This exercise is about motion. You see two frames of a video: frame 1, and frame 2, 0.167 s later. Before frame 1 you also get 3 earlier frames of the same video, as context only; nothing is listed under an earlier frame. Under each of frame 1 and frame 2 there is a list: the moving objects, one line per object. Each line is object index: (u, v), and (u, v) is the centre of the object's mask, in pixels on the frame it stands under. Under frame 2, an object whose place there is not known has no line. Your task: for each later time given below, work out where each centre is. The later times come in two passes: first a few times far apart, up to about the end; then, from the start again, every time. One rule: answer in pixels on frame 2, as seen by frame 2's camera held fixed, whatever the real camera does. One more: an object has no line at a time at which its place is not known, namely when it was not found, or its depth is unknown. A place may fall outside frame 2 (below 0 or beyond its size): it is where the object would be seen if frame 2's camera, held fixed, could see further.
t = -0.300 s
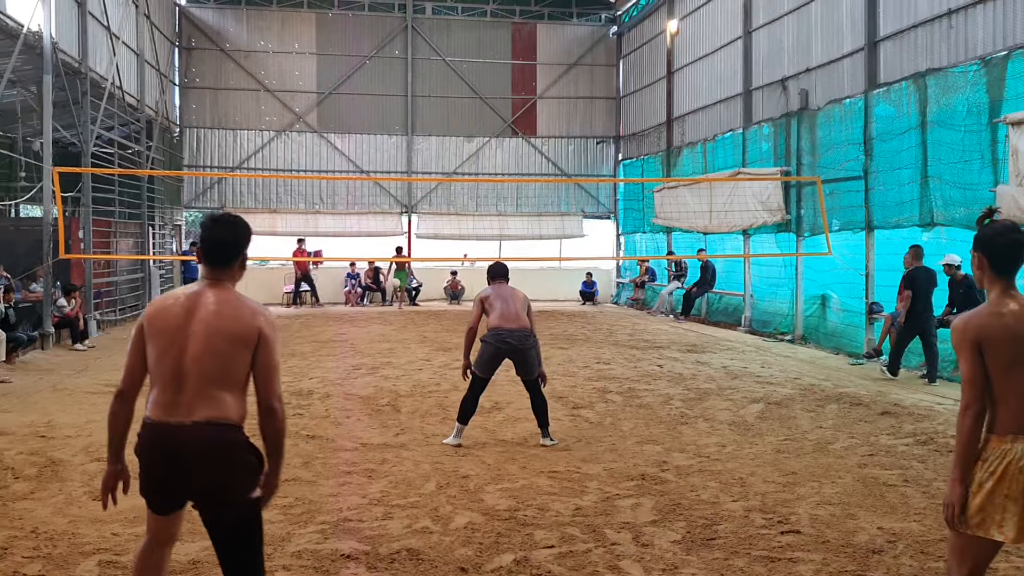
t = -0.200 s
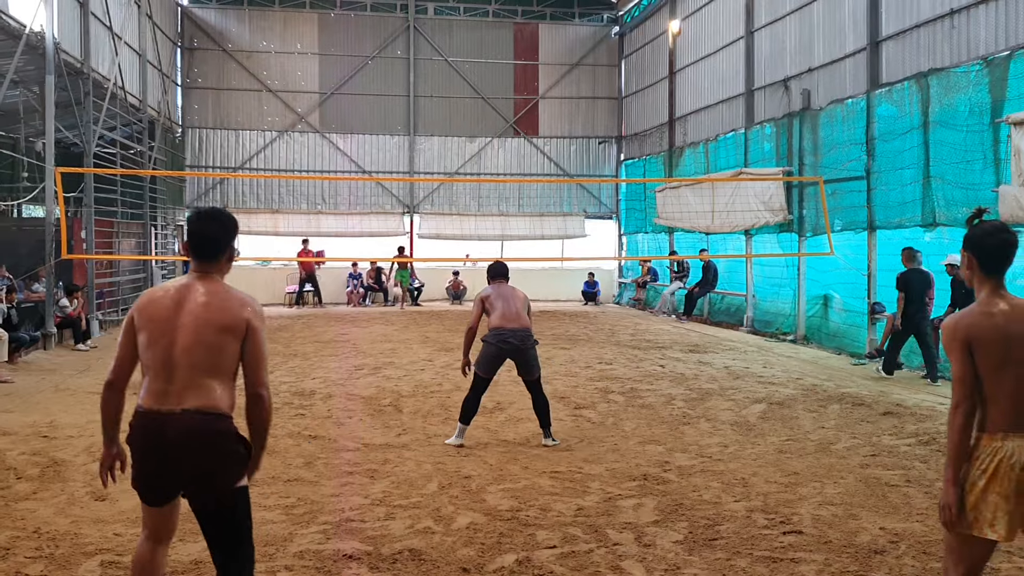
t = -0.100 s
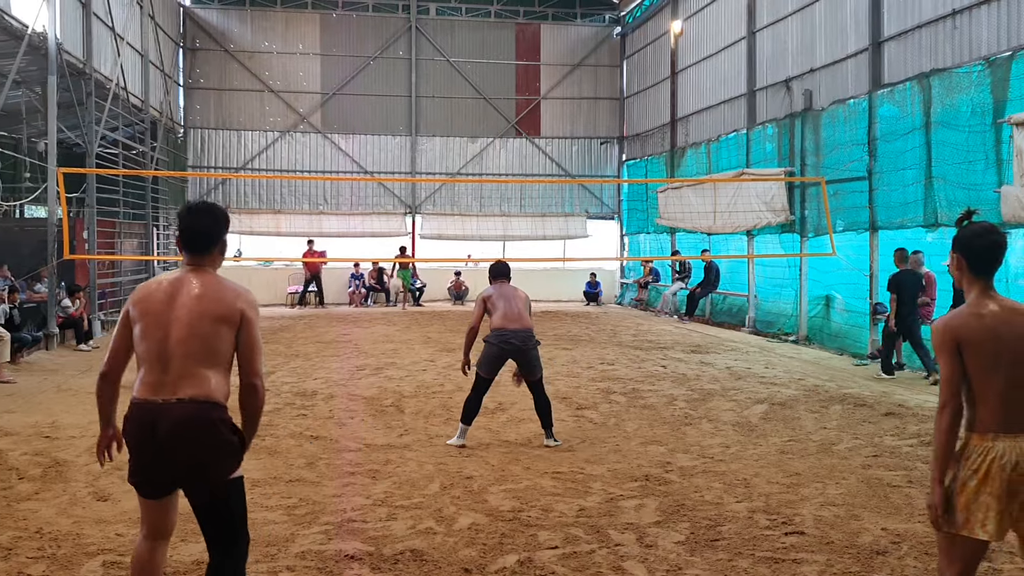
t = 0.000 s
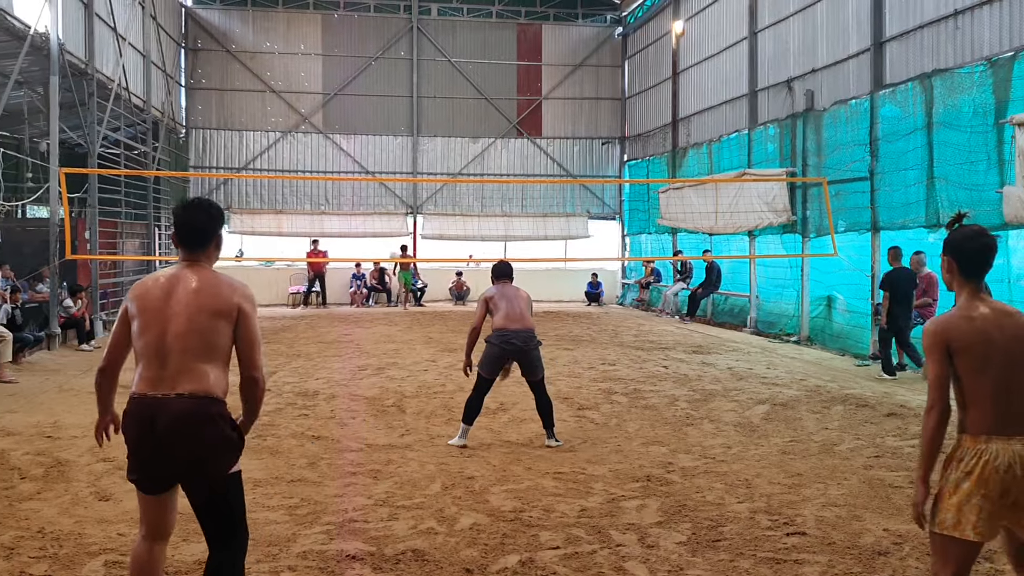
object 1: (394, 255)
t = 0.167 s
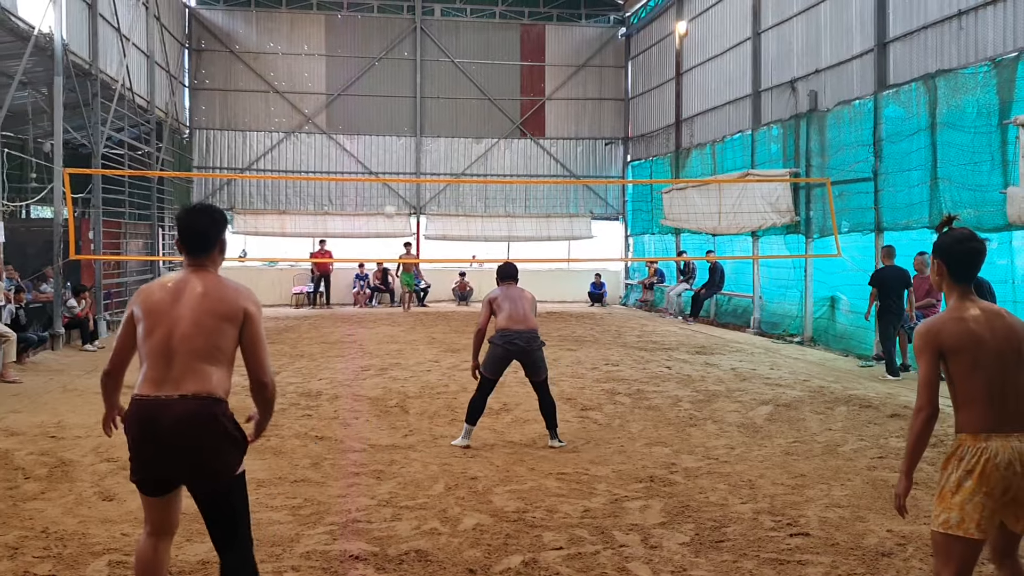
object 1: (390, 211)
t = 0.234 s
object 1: (386, 194)
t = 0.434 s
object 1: (378, 145)
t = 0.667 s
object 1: (371, 94)
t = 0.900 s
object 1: (349, 77)
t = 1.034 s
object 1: (325, 100)
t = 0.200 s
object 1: (388, 202)
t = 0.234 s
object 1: (386, 194)
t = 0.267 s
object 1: (385, 187)
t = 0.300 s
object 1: (384, 175)
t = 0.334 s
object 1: (382, 169)
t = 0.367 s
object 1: (381, 161)
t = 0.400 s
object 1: (380, 153)
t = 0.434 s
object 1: (378, 145)
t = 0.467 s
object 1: (378, 136)
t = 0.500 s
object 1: (377, 129)
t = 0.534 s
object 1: (376, 122)
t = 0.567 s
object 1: (375, 113)
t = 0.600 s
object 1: (374, 106)
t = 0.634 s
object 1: (373, 100)
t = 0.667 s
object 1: (371, 94)
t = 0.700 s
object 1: (369, 88)
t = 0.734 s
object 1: (367, 85)
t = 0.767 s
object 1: (364, 81)
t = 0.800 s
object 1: (361, 78)
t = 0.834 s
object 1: (358, 77)
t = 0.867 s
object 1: (354, 76)
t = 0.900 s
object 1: (349, 77)
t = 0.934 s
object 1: (344, 80)
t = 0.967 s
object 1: (338, 84)
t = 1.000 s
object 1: (332, 92)
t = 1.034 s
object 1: (325, 100)
